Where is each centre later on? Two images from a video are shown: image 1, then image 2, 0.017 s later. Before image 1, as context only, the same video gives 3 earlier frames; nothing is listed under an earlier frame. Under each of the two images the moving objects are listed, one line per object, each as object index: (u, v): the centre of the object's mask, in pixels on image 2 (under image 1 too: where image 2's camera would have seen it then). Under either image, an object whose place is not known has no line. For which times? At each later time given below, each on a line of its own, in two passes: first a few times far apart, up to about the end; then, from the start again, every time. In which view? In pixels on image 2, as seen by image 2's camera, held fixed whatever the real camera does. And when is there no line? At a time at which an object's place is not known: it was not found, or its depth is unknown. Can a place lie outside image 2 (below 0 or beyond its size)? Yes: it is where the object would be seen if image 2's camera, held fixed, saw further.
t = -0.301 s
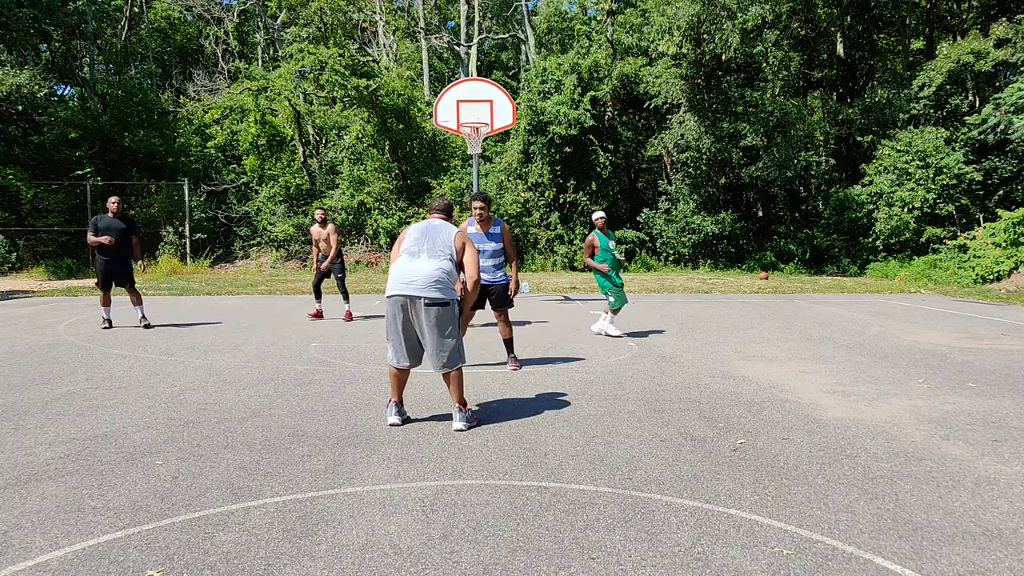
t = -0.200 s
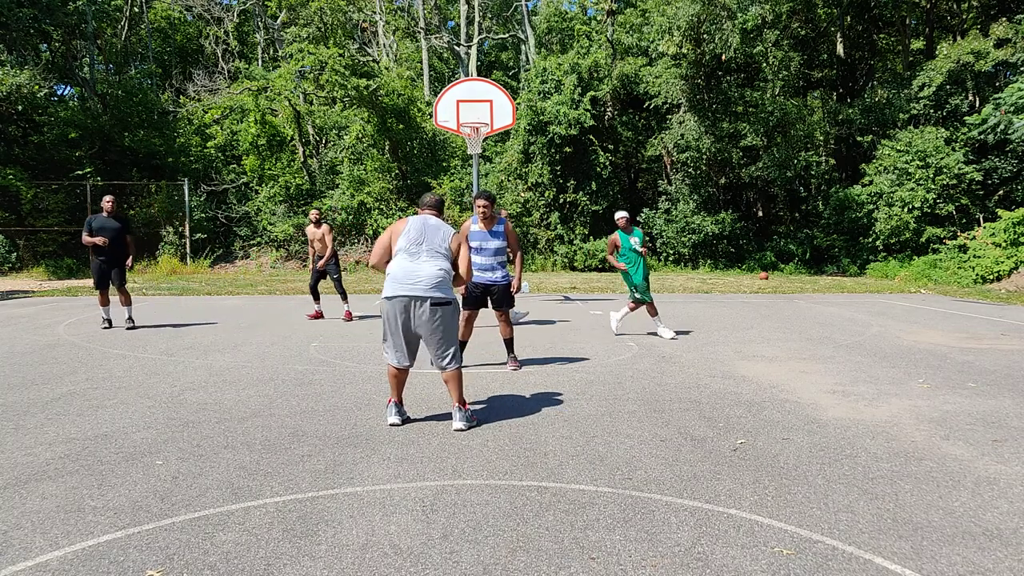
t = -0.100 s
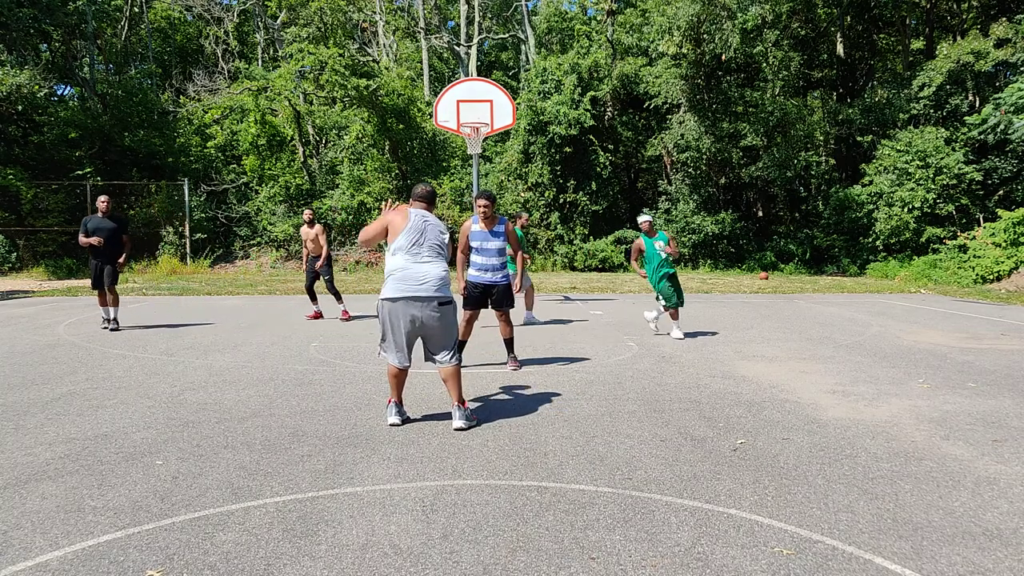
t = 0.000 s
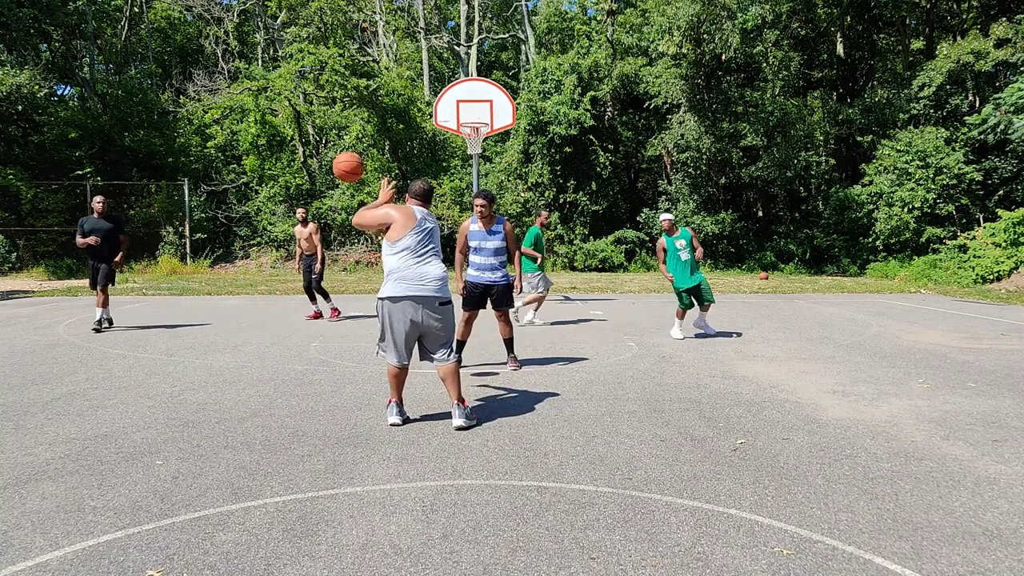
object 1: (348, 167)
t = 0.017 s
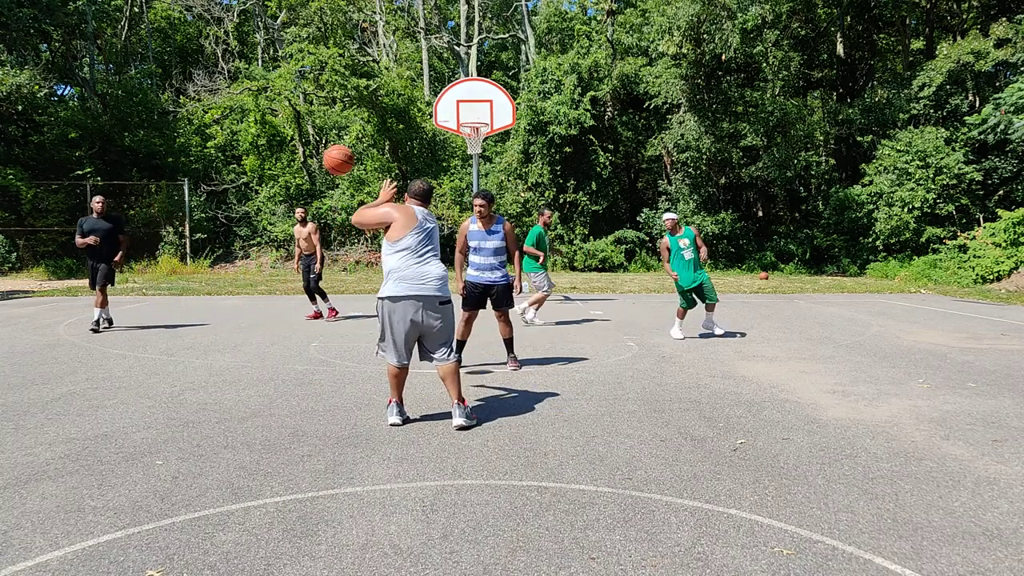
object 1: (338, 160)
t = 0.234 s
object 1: (234, 104)
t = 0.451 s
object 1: (157, 103)
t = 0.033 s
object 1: (329, 153)
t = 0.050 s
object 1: (320, 147)
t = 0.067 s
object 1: (311, 141)
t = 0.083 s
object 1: (303, 135)
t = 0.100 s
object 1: (294, 130)
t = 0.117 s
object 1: (286, 126)
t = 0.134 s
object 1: (278, 121)
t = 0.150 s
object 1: (270, 117)
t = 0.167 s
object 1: (263, 114)
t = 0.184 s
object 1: (255, 111)
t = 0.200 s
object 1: (248, 108)
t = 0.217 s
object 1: (241, 106)
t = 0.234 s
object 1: (234, 104)
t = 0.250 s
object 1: (227, 102)
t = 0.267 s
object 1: (220, 101)
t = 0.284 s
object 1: (214, 99)
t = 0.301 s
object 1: (208, 98)
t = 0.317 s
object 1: (202, 98)
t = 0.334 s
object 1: (195, 98)
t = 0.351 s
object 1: (190, 97)
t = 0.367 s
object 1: (184, 98)
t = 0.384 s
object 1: (178, 98)
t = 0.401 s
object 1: (172, 99)
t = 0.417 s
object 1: (167, 100)
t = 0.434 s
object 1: (162, 102)
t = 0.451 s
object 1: (157, 103)
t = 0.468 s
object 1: (152, 105)
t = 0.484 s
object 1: (147, 107)
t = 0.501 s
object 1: (142, 109)
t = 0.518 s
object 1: (137, 111)
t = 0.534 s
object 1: (132, 113)
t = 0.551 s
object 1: (127, 116)
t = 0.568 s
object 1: (123, 119)
